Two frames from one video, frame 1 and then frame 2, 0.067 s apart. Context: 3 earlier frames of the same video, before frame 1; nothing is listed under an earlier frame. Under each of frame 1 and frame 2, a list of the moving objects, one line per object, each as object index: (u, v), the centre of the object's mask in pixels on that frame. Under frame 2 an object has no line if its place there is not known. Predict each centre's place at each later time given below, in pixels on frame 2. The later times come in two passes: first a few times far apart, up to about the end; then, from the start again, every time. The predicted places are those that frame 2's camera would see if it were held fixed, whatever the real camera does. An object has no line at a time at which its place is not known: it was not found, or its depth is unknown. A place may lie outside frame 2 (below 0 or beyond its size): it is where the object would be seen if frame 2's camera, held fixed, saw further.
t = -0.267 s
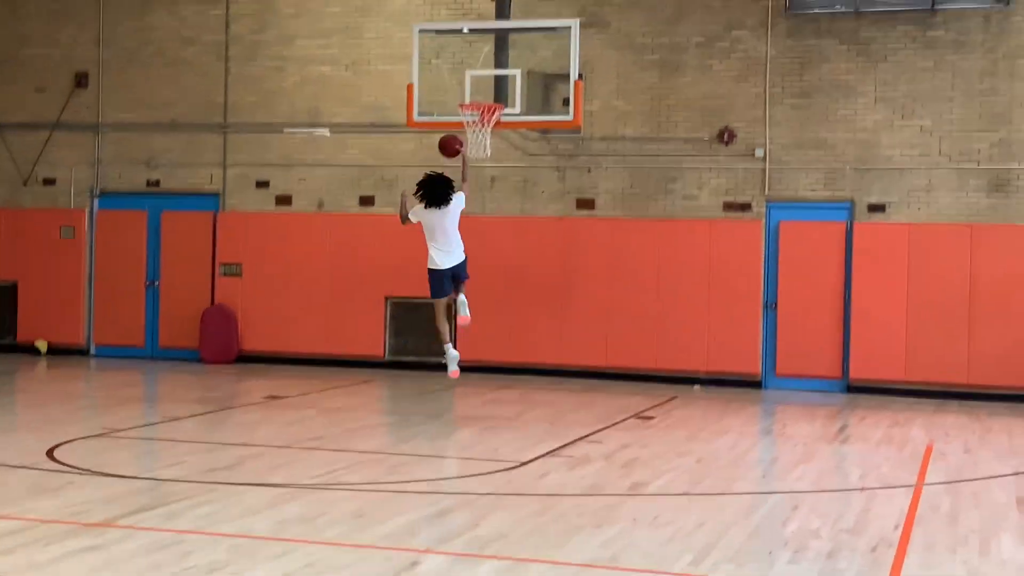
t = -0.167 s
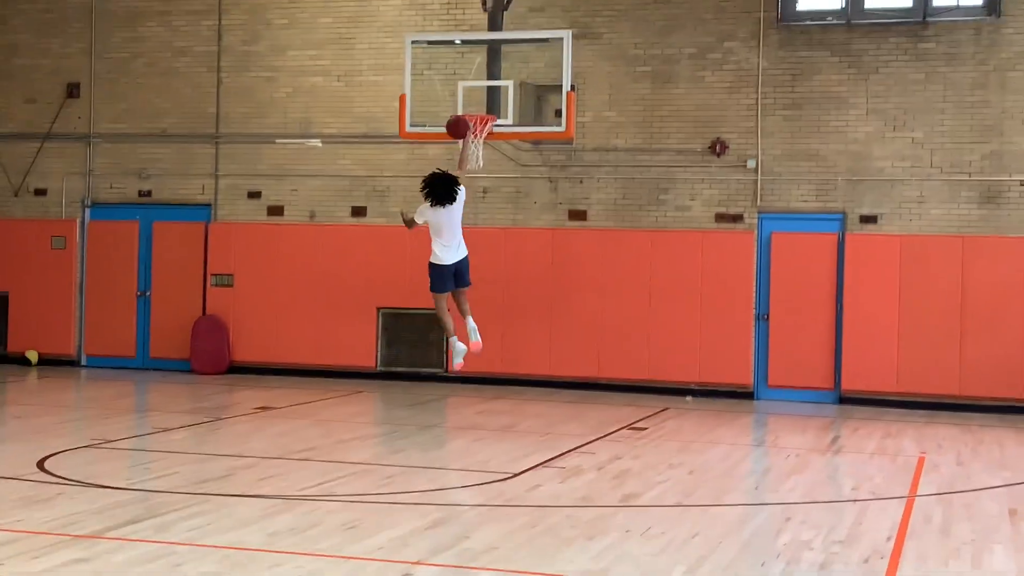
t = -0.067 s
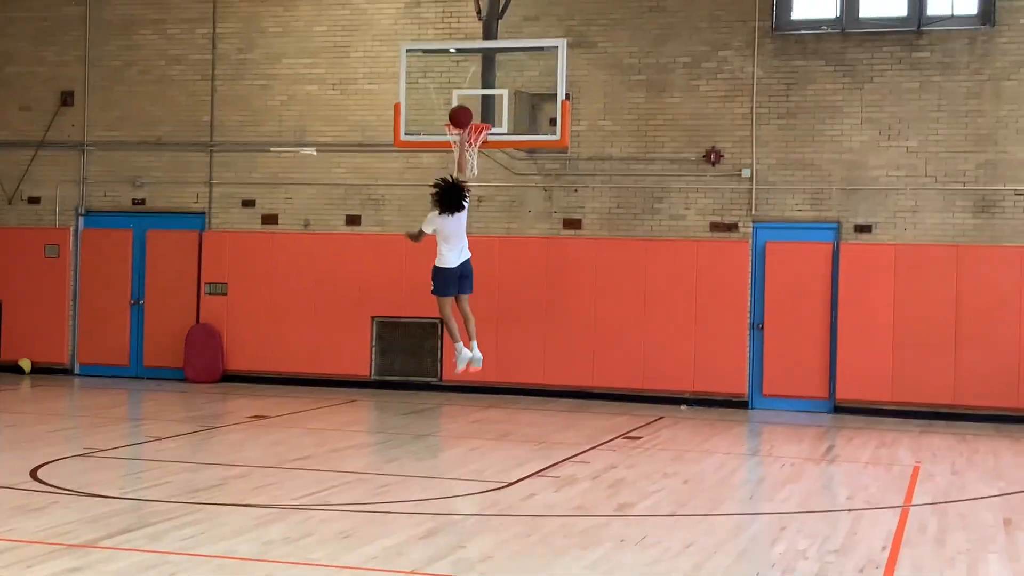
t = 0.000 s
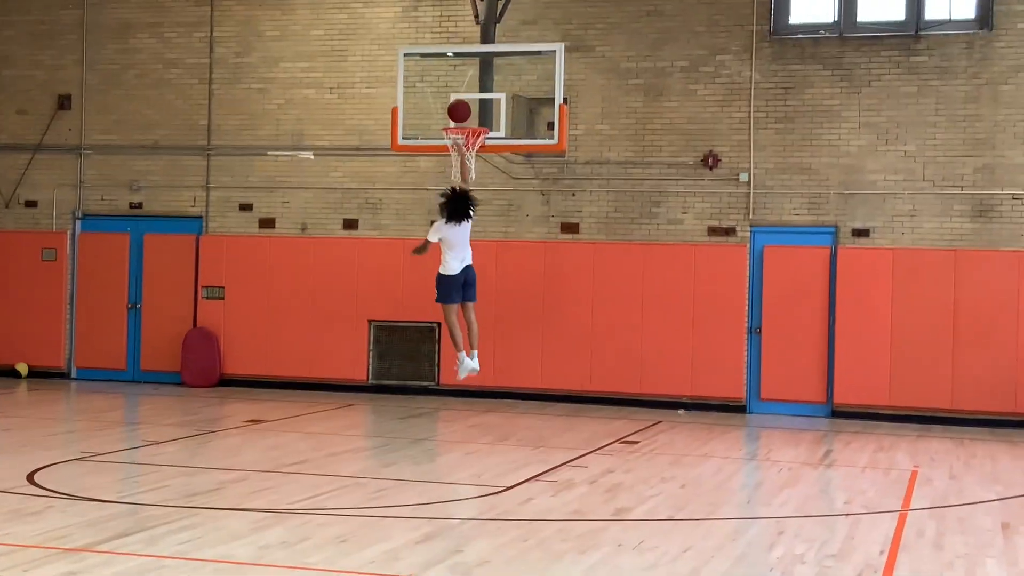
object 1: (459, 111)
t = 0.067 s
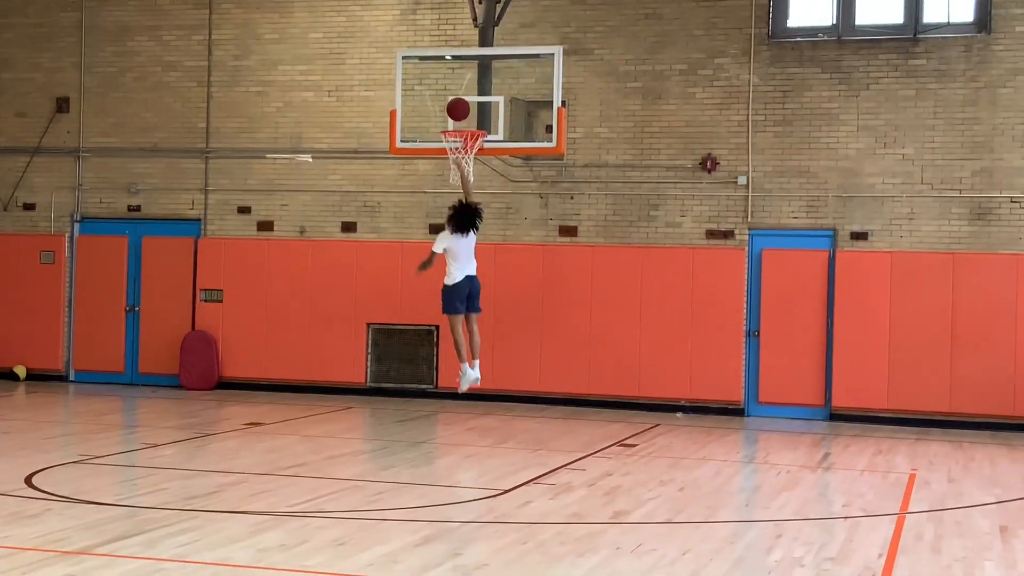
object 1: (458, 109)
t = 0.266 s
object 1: (460, 119)
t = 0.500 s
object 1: (460, 173)
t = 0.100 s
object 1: (458, 108)
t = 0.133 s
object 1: (459, 109)
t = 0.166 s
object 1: (459, 110)
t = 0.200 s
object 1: (459, 112)
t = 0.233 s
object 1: (460, 115)
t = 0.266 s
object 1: (460, 119)
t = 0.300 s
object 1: (460, 122)
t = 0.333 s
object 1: (460, 125)
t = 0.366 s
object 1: (460, 139)
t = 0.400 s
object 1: (459, 144)
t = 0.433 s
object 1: (460, 155)
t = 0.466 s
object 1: (460, 164)
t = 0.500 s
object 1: (460, 173)
